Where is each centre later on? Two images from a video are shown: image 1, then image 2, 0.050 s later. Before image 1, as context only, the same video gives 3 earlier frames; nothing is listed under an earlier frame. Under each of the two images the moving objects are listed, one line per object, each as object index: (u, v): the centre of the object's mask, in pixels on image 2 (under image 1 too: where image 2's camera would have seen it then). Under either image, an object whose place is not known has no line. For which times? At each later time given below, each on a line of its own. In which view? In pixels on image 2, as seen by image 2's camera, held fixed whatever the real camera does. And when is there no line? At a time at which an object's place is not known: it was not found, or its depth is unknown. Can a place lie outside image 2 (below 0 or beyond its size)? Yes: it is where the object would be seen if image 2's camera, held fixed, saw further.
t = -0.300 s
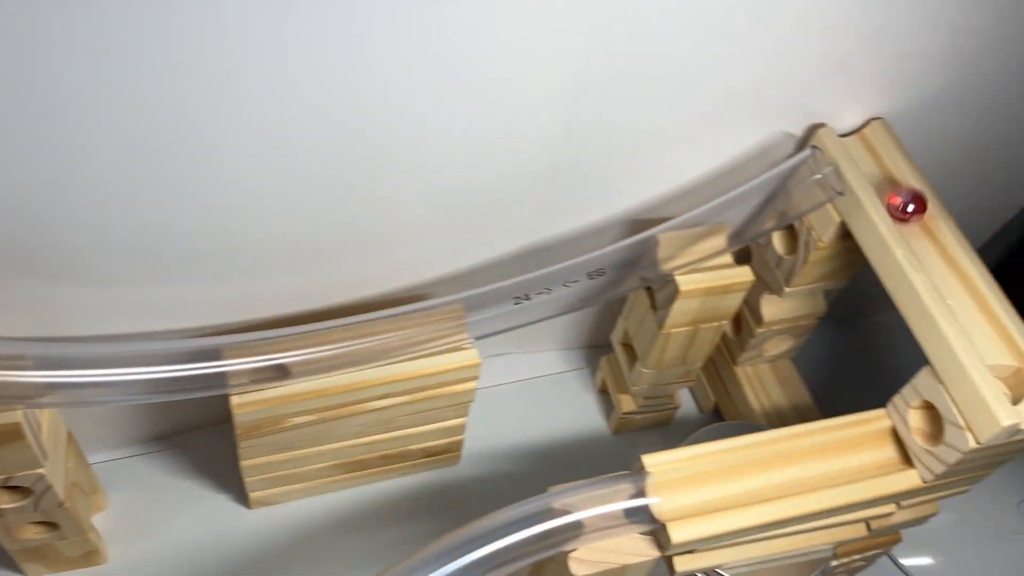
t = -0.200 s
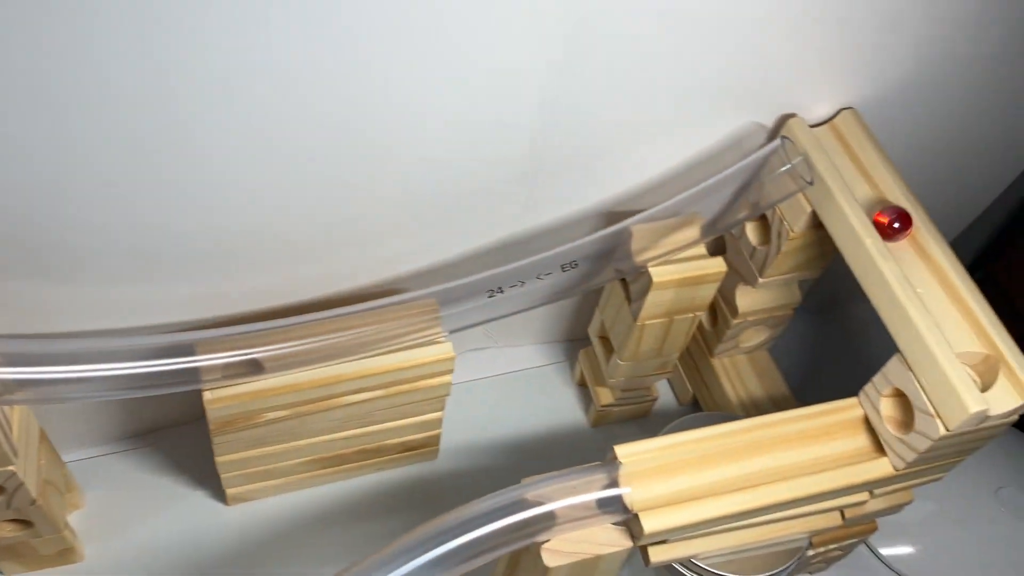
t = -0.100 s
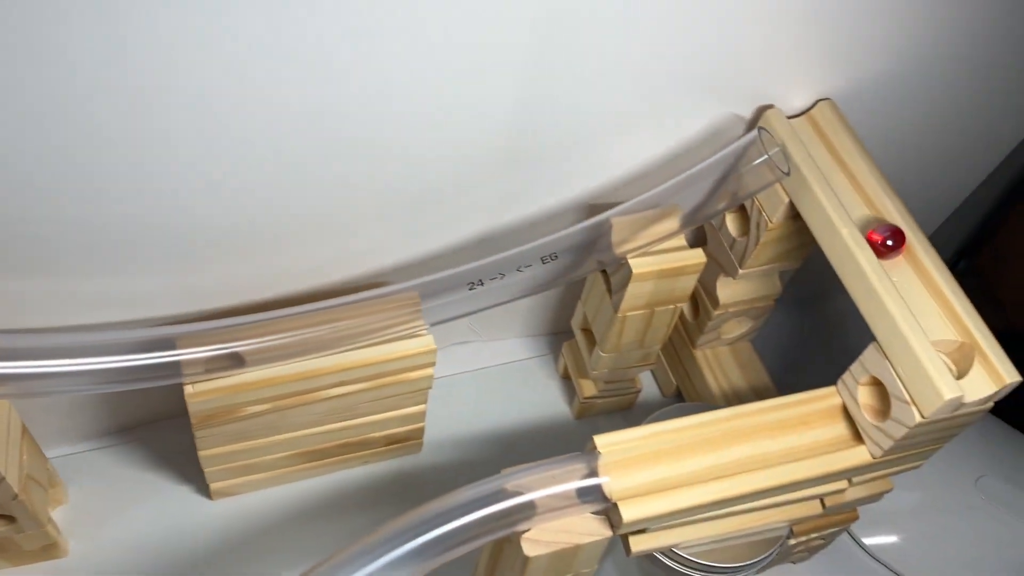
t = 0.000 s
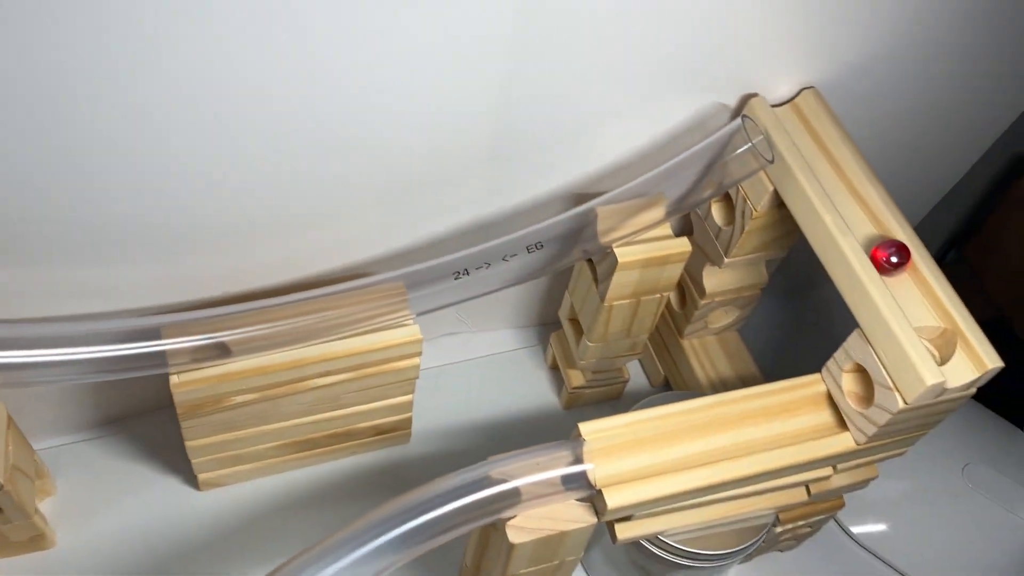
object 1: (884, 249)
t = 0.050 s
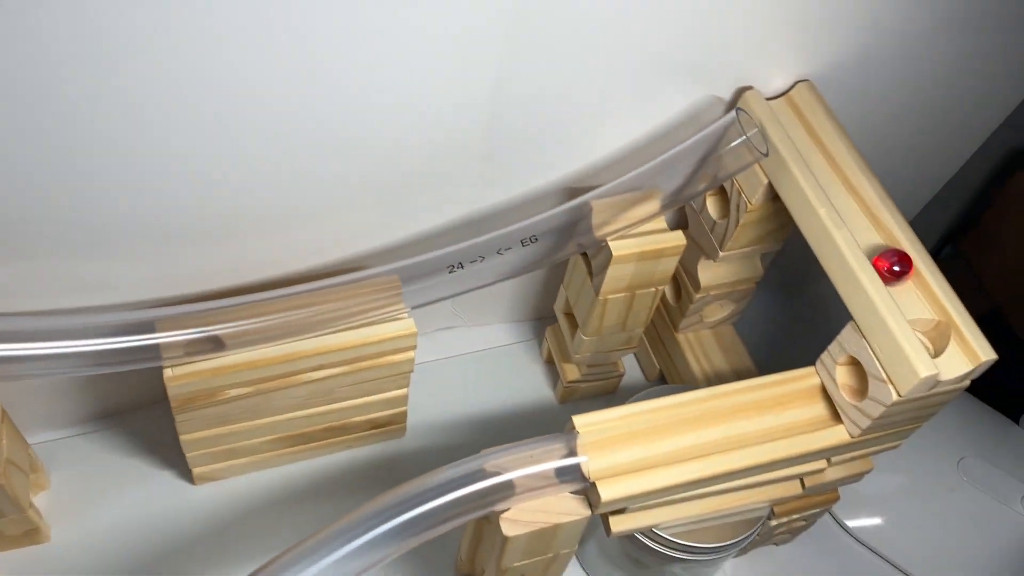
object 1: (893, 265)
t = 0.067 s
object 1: (896, 271)
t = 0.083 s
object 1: (901, 277)
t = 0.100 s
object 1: (905, 283)
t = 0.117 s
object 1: (909, 289)
